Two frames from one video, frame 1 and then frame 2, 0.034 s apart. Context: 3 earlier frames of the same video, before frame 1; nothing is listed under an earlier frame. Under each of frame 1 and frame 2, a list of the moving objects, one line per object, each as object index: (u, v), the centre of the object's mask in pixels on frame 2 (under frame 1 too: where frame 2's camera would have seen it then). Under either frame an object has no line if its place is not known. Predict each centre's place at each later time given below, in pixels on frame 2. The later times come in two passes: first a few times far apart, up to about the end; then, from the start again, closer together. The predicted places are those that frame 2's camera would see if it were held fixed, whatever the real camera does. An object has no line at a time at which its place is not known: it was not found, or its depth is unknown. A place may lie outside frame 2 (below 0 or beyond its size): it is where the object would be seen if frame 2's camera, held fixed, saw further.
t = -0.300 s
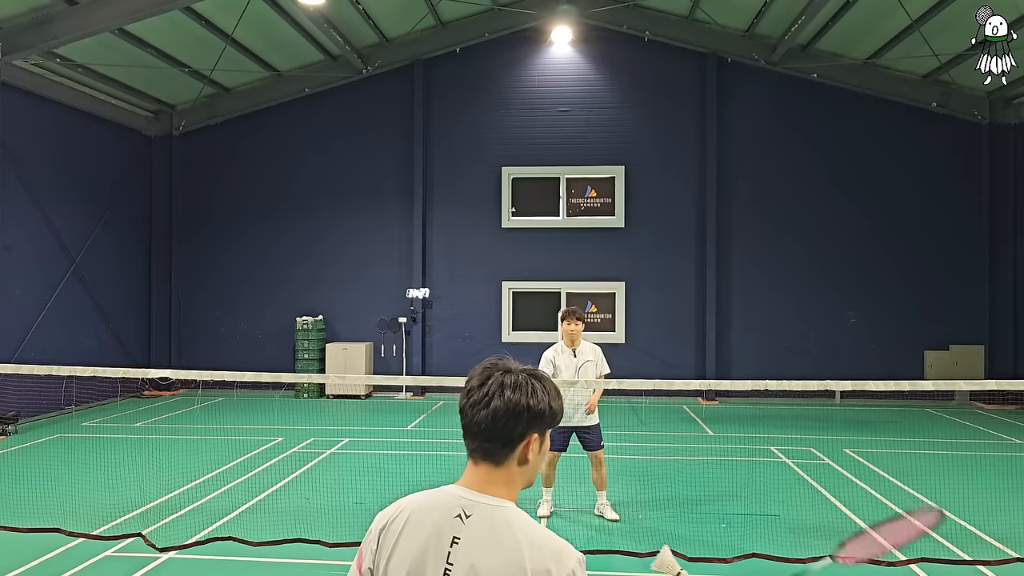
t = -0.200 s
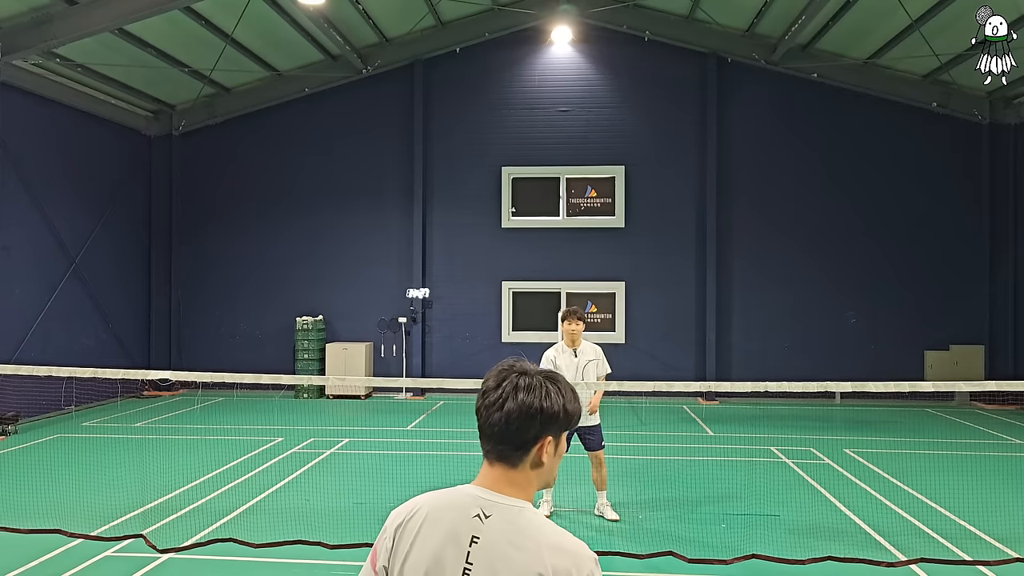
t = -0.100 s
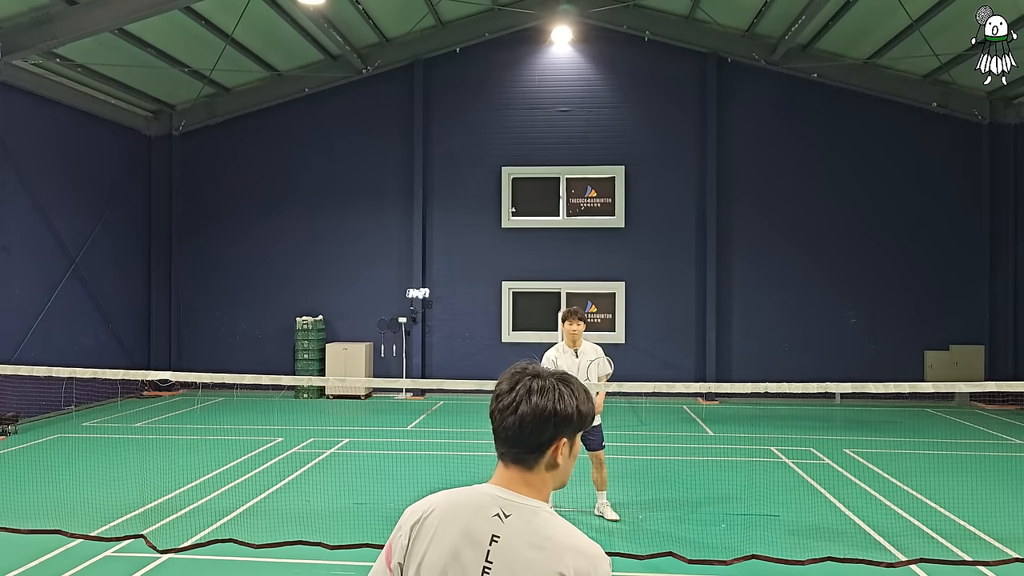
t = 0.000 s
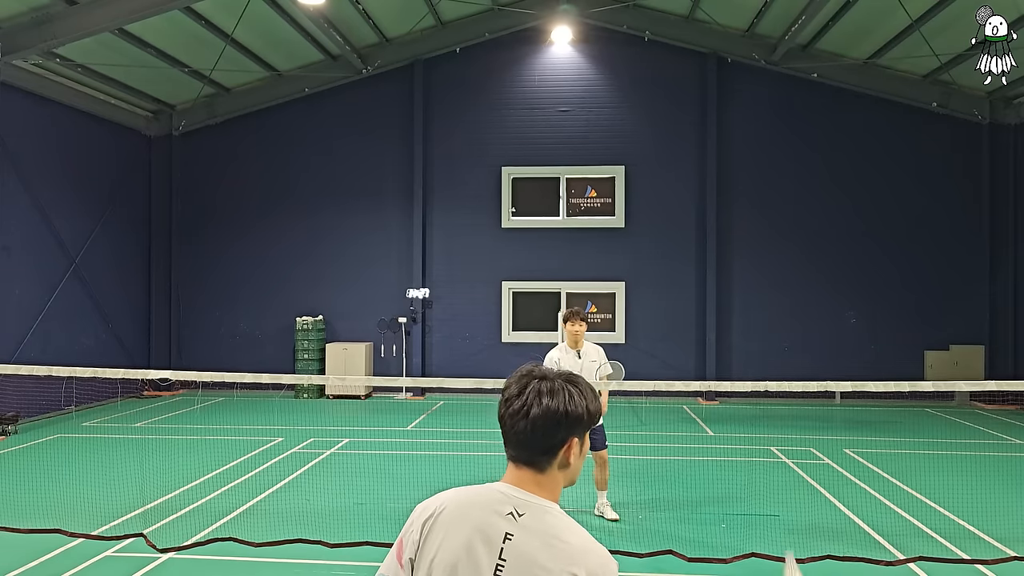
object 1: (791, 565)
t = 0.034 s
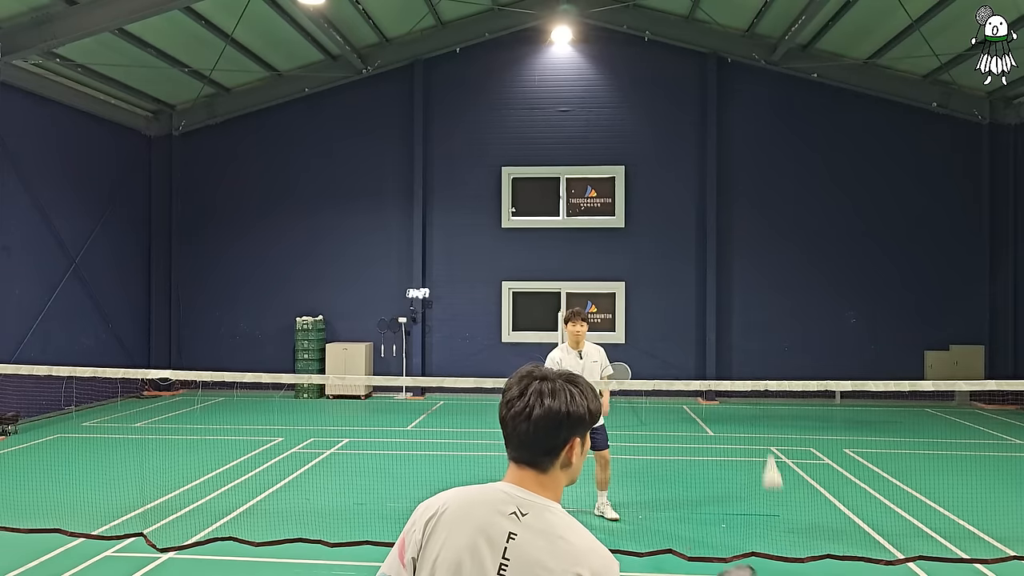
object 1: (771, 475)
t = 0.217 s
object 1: (719, 256)
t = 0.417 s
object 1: (696, 211)
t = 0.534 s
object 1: (687, 221)
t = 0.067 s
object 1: (760, 401)
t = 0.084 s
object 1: (754, 372)
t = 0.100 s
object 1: (750, 353)
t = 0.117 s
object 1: (744, 334)
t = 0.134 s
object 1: (738, 317)
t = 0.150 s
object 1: (733, 302)
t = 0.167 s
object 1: (729, 288)
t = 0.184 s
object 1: (725, 276)
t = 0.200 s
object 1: (722, 266)
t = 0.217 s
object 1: (719, 256)
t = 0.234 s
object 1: (716, 248)
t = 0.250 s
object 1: (714, 240)
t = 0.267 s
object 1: (712, 234)
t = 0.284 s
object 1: (710, 229)
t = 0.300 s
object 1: (708, 225)
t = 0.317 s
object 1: (706, 221)
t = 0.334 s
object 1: (704, 218)
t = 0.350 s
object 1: (703, 216)
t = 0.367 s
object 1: (701, 214)
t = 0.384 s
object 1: (699, 213)
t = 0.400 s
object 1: (698, 212)
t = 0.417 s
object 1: (696, 211)
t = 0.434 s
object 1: (695, 212)
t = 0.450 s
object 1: (694, 212)
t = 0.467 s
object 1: (692, 214)
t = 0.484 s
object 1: (691, 215)
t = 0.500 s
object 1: (689, 217)
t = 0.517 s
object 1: (688, 219)
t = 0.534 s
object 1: (687, 221)
